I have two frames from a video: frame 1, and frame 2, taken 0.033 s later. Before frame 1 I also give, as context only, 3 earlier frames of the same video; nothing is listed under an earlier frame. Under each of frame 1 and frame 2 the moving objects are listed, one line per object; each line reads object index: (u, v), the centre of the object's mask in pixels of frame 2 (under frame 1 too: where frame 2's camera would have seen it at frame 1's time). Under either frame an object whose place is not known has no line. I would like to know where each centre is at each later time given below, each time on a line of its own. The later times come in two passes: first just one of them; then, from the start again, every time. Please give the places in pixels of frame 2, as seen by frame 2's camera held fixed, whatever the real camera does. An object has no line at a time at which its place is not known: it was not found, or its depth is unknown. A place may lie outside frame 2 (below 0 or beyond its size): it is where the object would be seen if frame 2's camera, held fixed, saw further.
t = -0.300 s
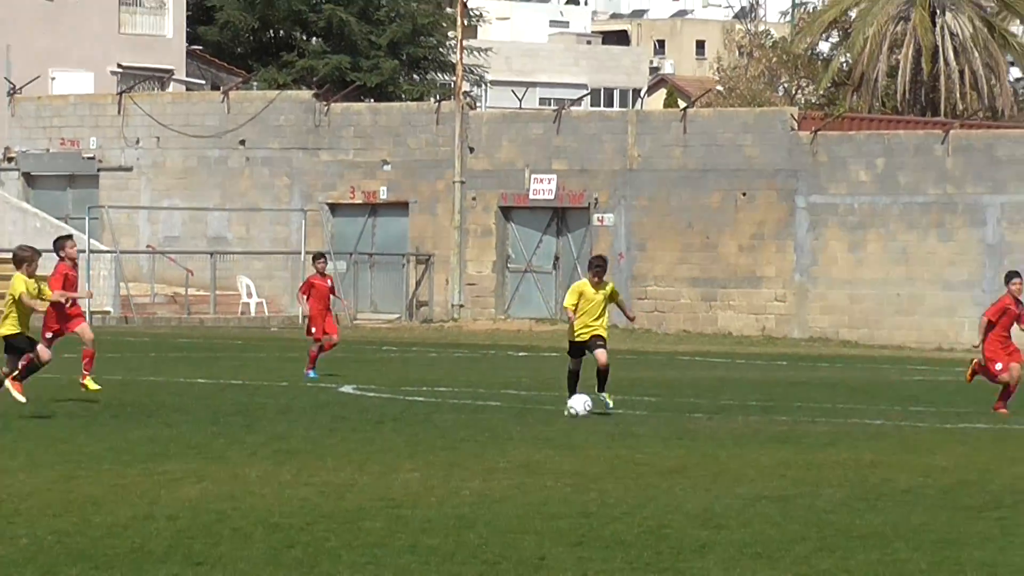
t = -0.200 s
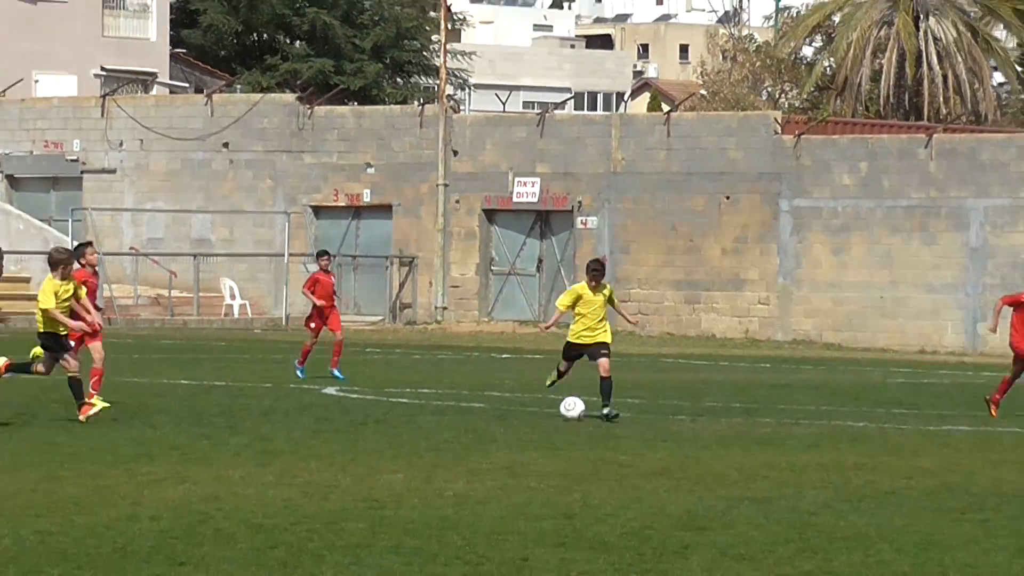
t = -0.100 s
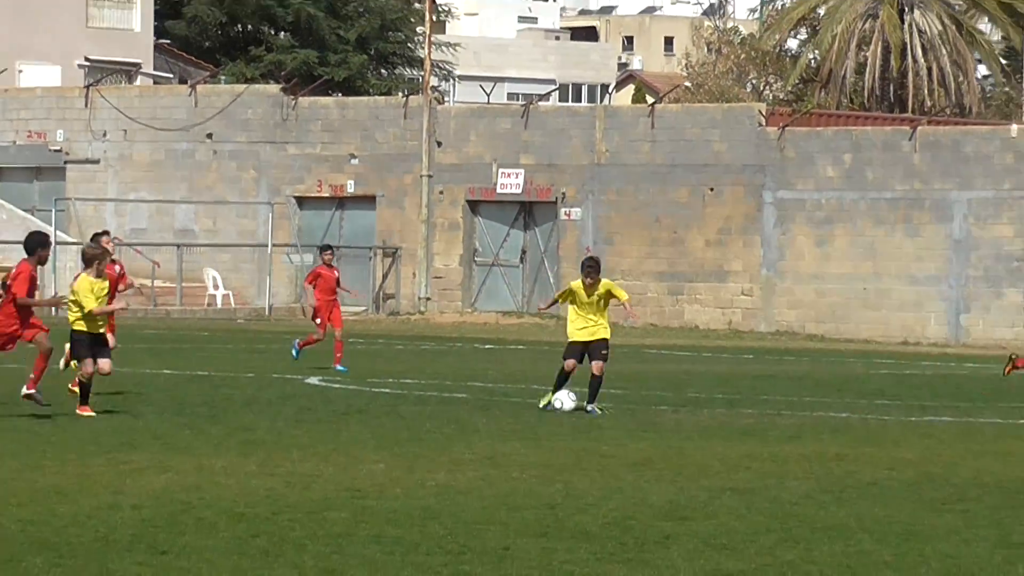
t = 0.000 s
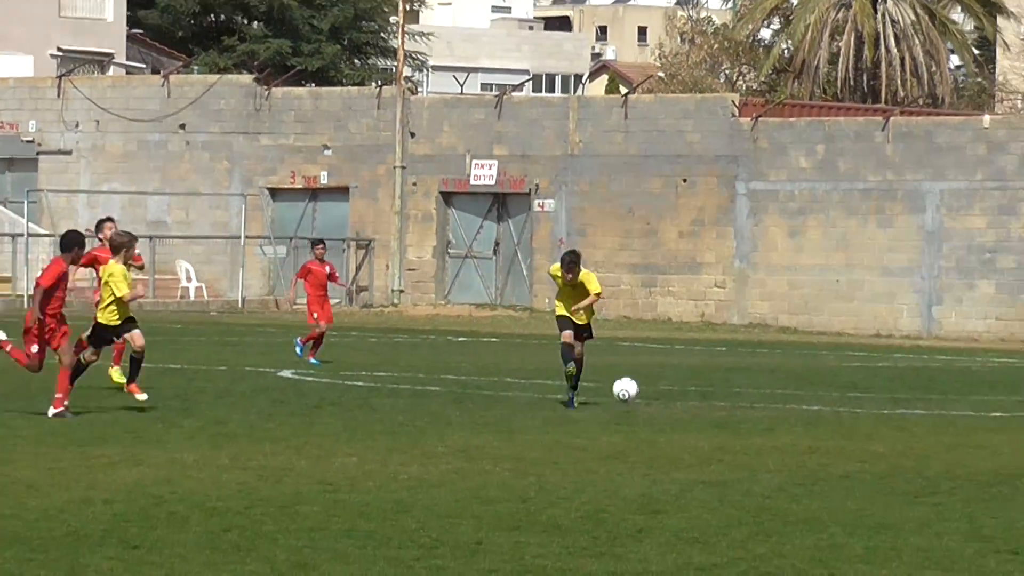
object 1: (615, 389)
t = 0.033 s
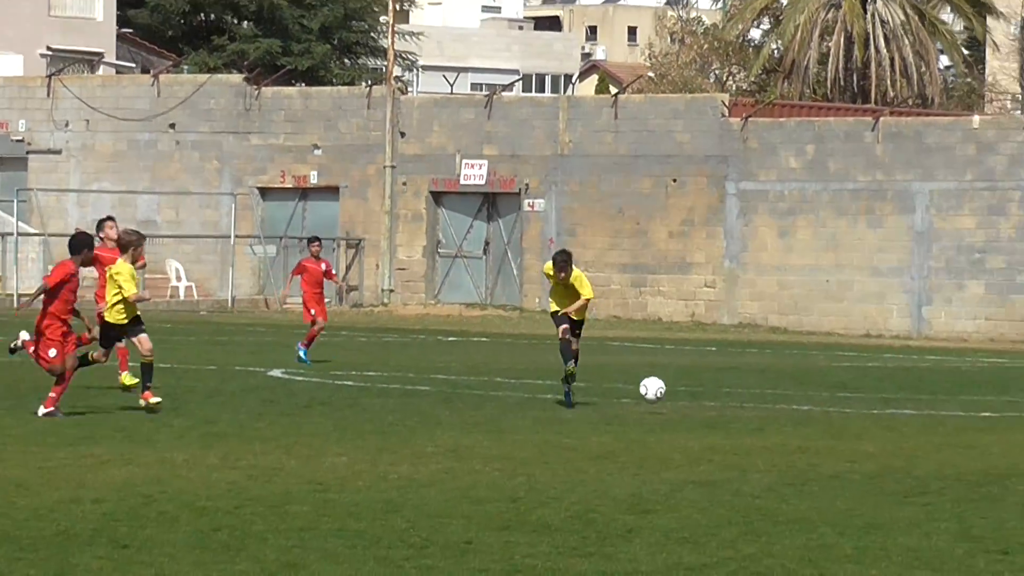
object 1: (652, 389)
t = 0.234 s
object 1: (893, 414)
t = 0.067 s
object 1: (689, 391)
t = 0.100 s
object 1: (728, 392)
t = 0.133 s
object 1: (768, 396)
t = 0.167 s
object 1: (808, 400)
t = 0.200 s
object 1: (851, 406)
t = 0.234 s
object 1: (893, 414)
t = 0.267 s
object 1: (936, 419)
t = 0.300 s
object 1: (974, 418)
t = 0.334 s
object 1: (1014, 419)
